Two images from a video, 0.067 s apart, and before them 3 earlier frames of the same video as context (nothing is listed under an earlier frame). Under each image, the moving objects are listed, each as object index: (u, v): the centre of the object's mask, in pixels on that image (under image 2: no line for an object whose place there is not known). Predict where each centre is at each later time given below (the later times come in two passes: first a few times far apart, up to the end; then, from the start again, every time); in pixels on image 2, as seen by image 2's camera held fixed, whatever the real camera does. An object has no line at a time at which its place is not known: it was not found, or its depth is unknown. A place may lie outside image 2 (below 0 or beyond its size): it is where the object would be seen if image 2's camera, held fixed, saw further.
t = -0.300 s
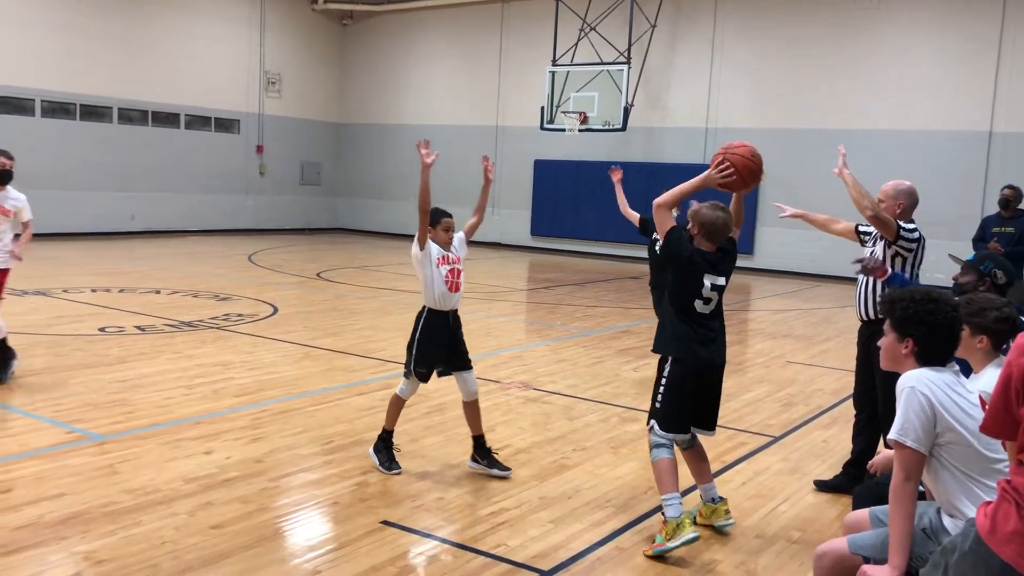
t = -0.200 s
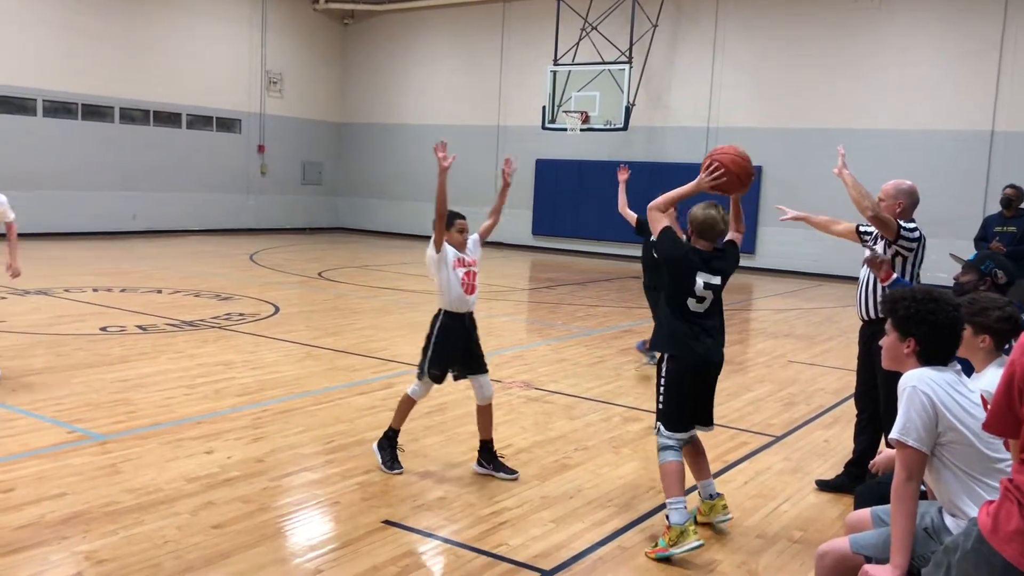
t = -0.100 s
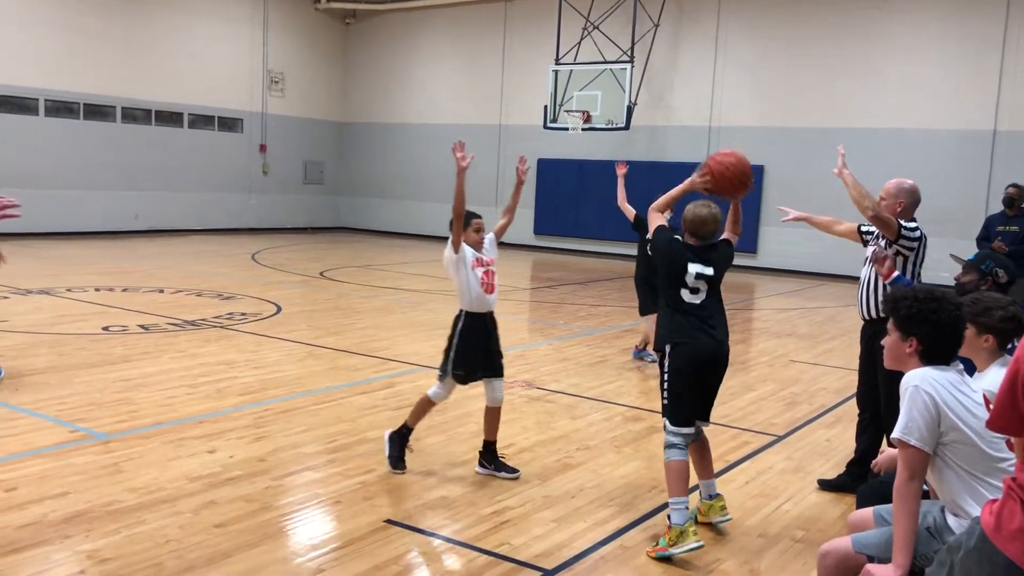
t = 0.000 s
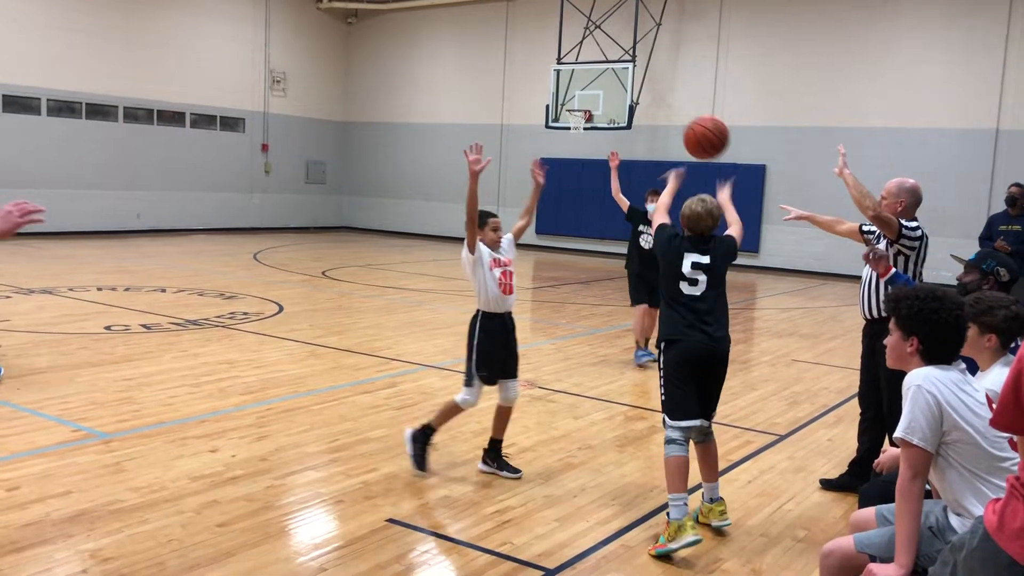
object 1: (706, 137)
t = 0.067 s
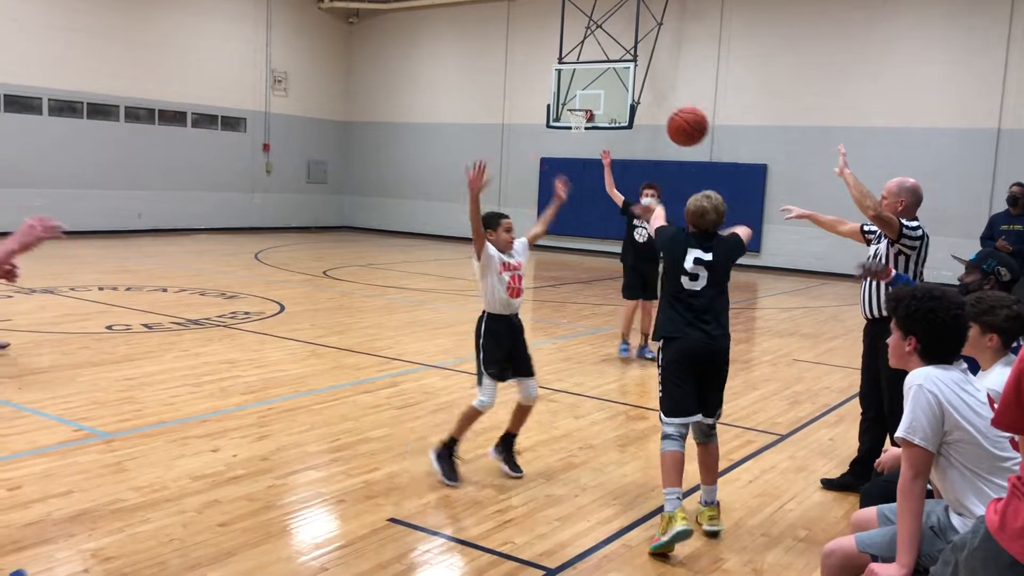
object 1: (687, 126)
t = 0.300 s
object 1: (636, 145)
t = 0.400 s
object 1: (620, 171)
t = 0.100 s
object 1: (678, 124)
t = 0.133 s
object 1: (670, 125)
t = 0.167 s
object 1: (663, 126)
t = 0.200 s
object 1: (655, 129)
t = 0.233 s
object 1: (648, 133)
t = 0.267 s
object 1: (642, 139)
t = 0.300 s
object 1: (636, 145)
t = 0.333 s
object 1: (630, 153)
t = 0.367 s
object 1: (625, 161)
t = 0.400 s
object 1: (620, 171)
